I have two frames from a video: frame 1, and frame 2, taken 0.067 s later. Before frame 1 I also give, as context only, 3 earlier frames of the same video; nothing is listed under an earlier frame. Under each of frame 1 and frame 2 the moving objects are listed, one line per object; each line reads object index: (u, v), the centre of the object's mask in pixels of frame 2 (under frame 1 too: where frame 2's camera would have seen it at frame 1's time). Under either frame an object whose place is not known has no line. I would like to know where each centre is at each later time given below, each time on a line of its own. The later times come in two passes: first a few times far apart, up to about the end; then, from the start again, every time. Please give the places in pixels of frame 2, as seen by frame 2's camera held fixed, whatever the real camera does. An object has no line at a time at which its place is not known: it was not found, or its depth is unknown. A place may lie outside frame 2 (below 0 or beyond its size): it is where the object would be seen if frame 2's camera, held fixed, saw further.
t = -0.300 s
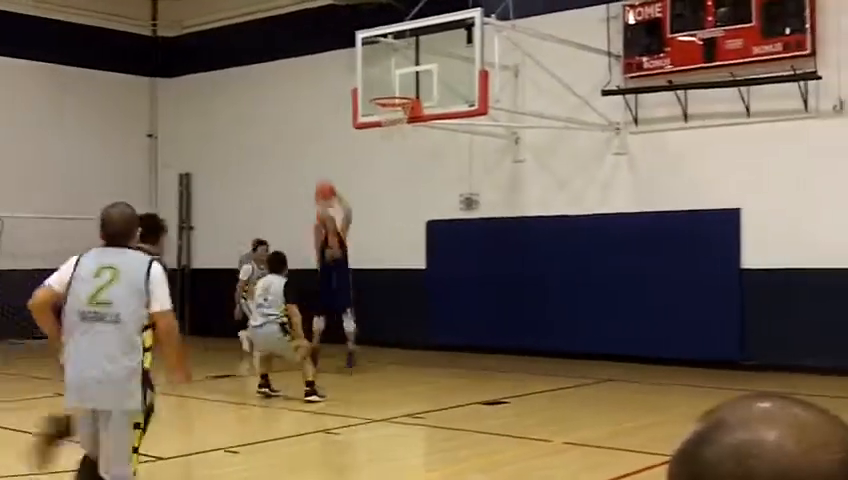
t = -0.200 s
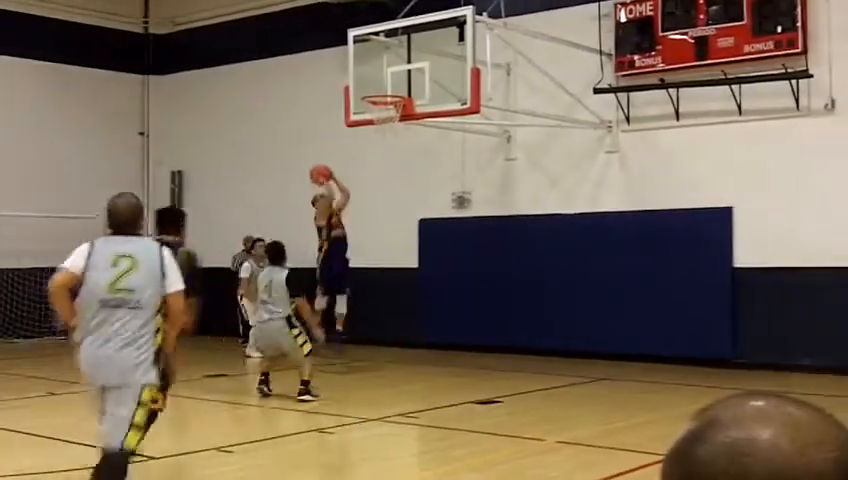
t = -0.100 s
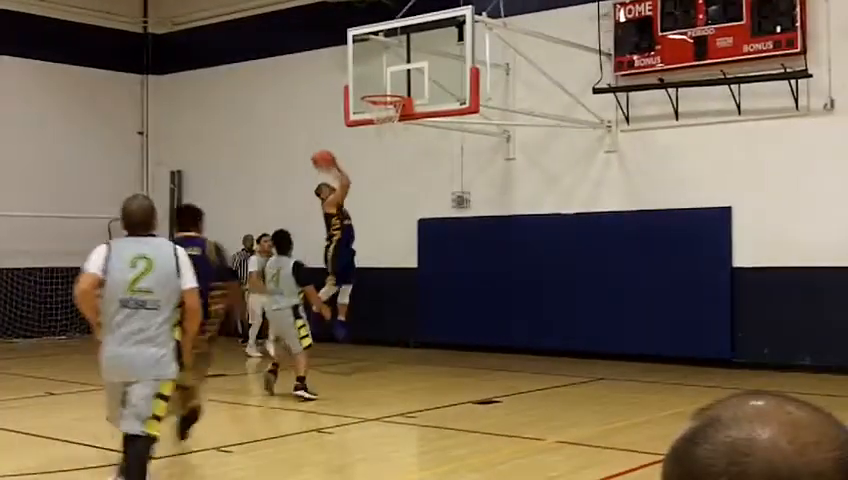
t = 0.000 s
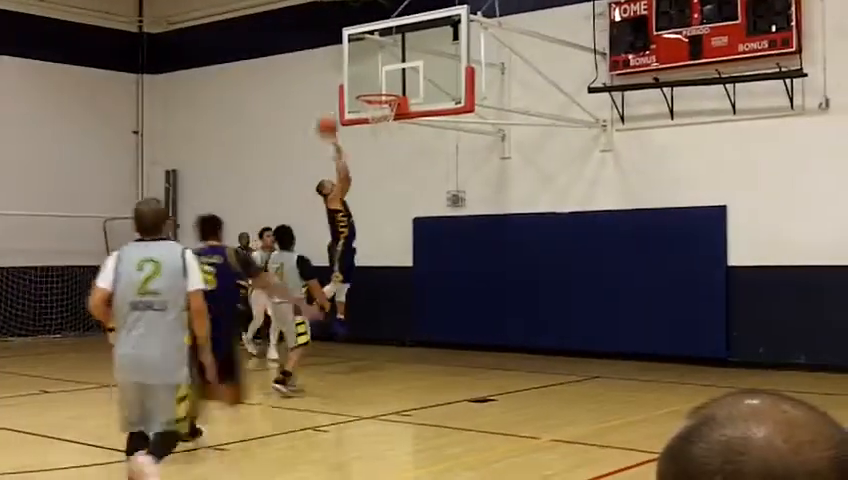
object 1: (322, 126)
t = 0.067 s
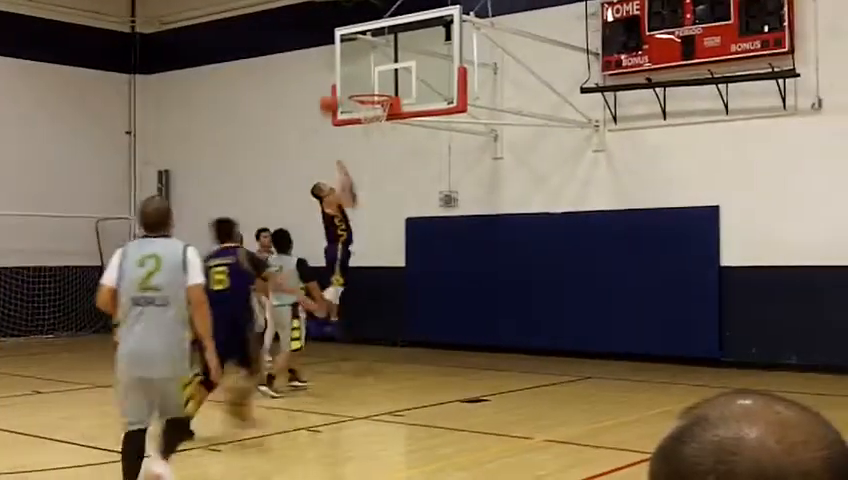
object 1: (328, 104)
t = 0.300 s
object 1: (346, 65)
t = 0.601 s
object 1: (351, 84)
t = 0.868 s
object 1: (363, 86)
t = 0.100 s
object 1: (334, 93)
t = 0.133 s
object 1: (337, 87)
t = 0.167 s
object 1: (343, 77)
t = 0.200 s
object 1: (346, 72)
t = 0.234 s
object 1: (346, 69)
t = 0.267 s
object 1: (346, 67)
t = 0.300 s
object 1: (346, 65)
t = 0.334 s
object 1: (347, 64)
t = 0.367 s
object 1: (347, 63)
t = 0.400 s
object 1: (347, 64)
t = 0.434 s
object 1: (349, 67)
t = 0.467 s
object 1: (348, 67)
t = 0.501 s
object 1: (349, 72)
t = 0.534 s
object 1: (349, 76)
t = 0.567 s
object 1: (350, 83)
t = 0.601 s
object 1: (351, 84)
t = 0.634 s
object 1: (352, 82)
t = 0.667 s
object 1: (354, 81)
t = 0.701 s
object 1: (354, 81)
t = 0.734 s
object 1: (356, 82)
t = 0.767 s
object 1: (358, 83)
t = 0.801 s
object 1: (360, 85)
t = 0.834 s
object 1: (362, 85)
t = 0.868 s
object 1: (363, 86)
